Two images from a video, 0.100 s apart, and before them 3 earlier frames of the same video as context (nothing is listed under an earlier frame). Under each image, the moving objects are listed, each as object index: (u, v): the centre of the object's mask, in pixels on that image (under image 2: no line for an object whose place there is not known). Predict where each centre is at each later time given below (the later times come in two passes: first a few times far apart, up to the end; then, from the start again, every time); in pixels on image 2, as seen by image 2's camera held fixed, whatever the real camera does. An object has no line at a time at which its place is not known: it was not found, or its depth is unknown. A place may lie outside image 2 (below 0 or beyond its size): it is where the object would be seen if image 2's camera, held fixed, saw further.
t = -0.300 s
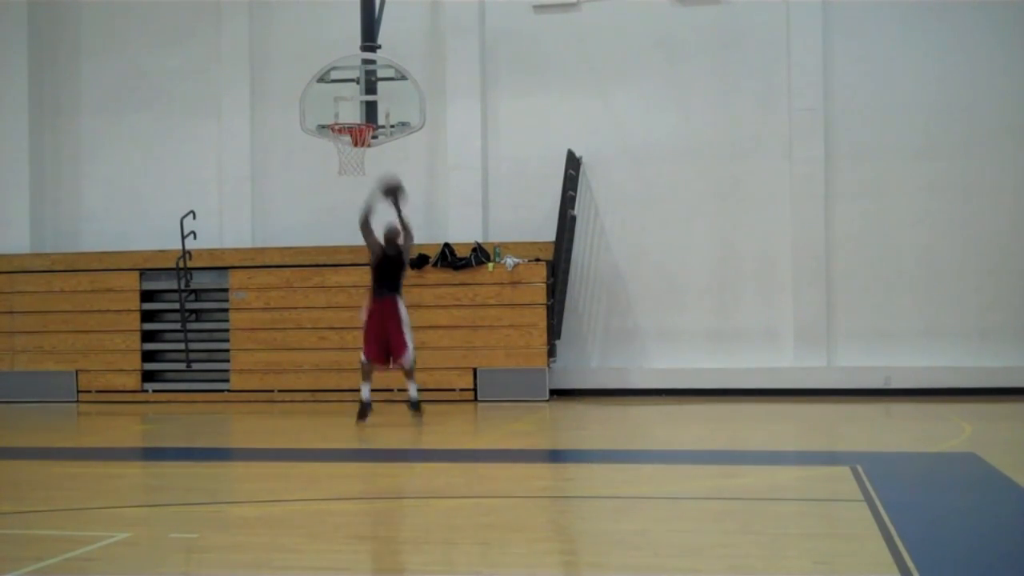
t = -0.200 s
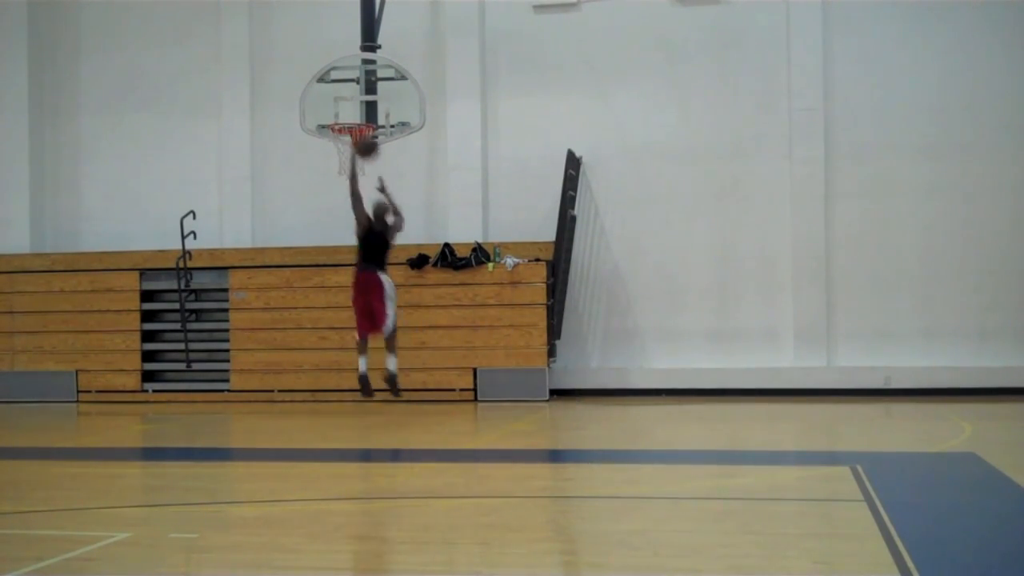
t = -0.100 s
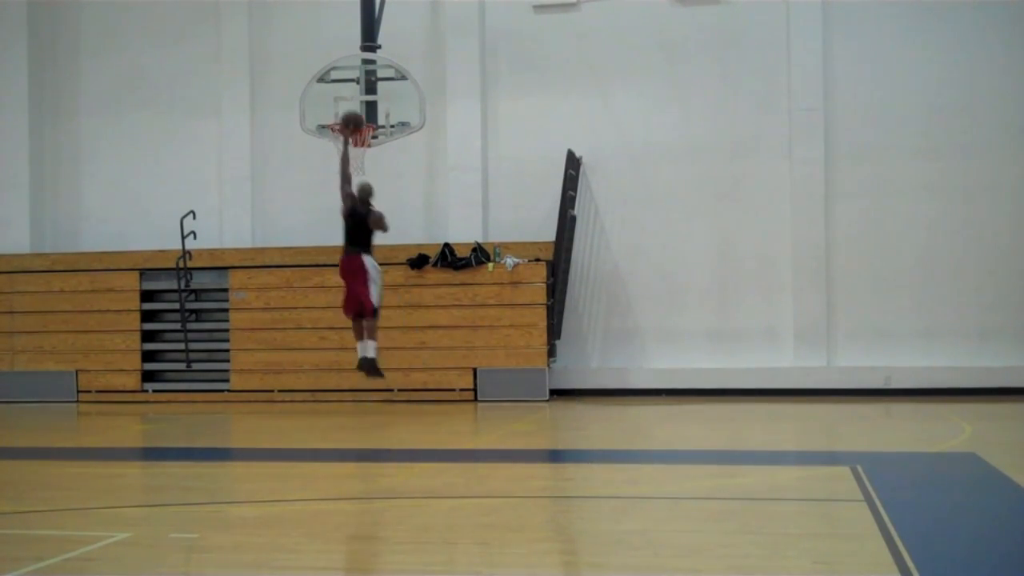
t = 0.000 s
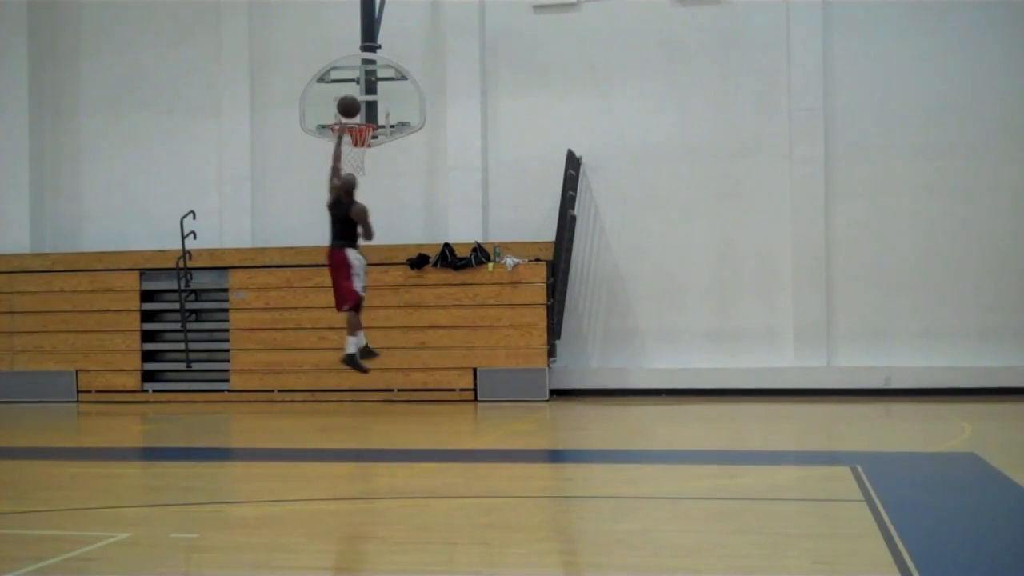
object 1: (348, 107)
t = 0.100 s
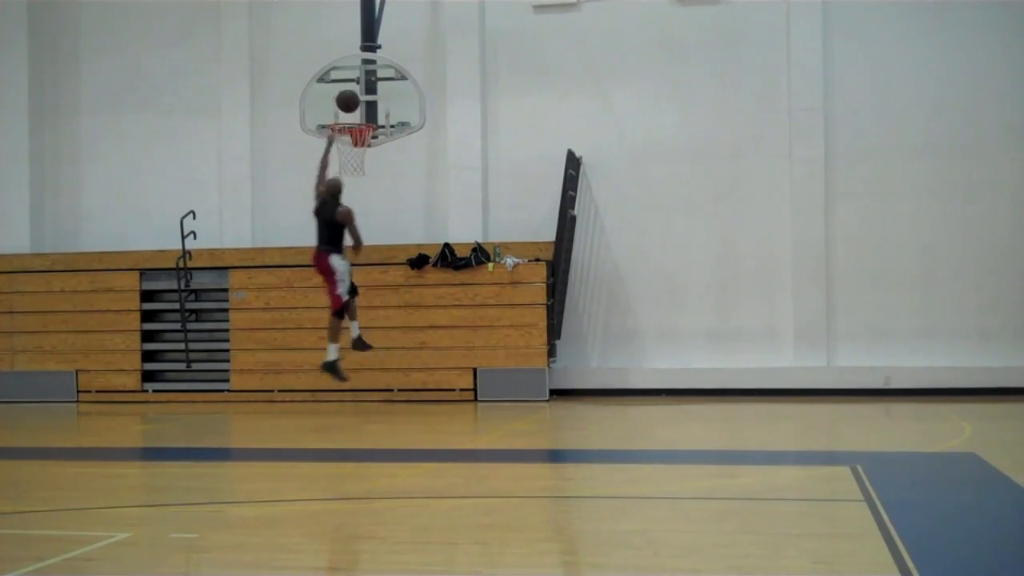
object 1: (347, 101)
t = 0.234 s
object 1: (347, 107)
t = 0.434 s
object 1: (346, 149)
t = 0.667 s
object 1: (349, 228)
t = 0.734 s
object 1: (350, 259)
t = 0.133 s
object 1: (347, 101)
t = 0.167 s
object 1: (347, 102)
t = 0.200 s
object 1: (347, 104)
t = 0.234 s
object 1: (347, 107)
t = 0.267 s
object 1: (346, 111)
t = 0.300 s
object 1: (347, 117)
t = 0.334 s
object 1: (345, 124)
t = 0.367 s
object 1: (344, 132)
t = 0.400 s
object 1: (346, 140)
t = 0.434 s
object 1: (346, 149)
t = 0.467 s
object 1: (346, 160)
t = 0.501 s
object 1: (347, 169)
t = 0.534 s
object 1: (347, 179)
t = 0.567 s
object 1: (348, 190)
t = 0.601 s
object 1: (348, 201)
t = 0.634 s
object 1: (348, 215)
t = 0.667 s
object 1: (349, 228)
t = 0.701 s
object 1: (349, 243)
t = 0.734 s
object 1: (350, 259)
